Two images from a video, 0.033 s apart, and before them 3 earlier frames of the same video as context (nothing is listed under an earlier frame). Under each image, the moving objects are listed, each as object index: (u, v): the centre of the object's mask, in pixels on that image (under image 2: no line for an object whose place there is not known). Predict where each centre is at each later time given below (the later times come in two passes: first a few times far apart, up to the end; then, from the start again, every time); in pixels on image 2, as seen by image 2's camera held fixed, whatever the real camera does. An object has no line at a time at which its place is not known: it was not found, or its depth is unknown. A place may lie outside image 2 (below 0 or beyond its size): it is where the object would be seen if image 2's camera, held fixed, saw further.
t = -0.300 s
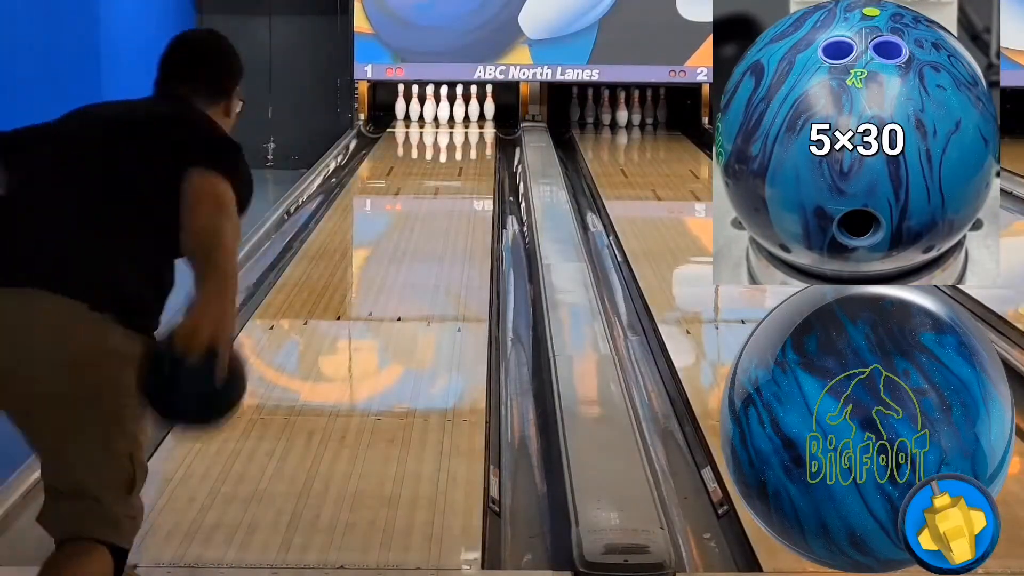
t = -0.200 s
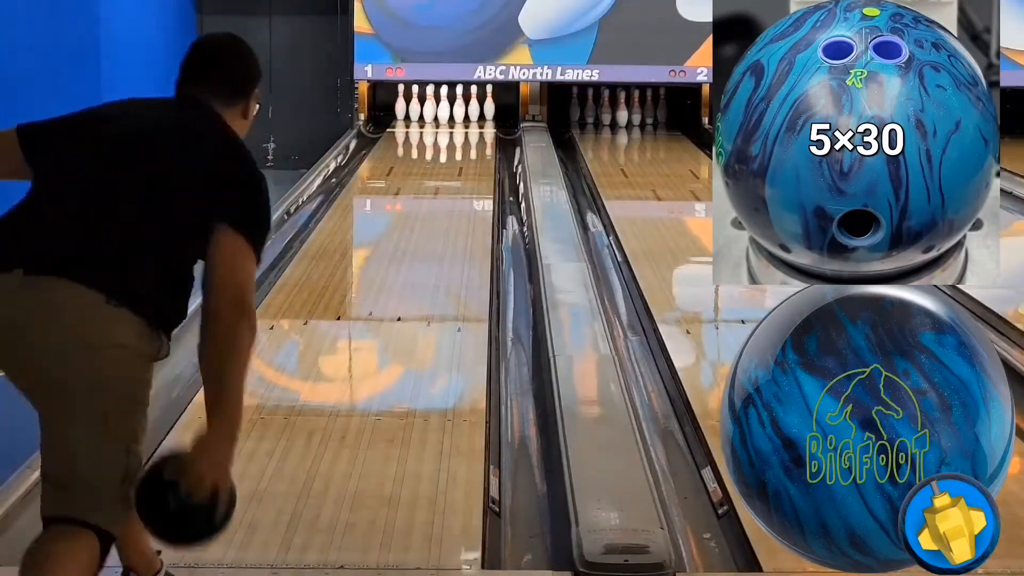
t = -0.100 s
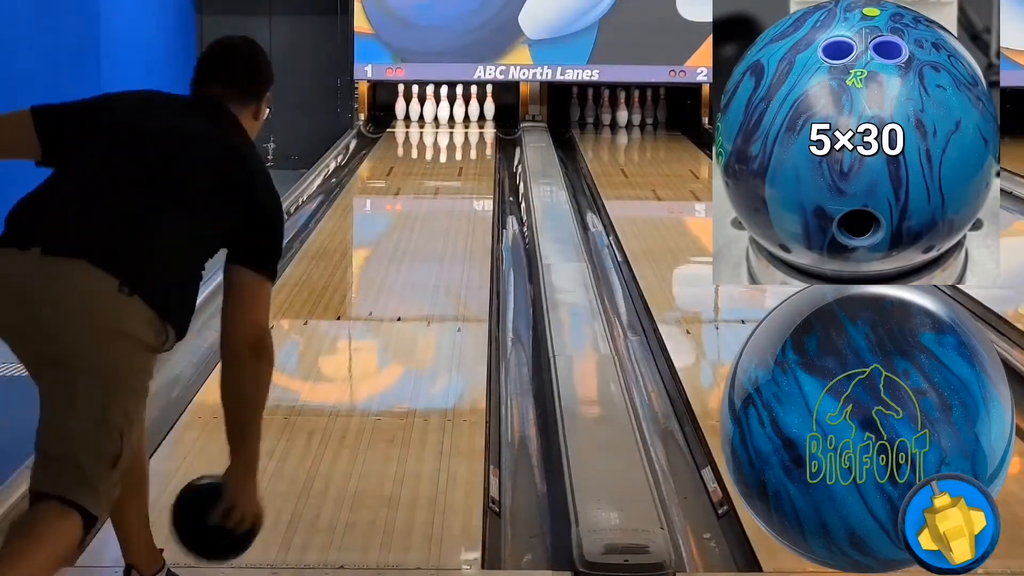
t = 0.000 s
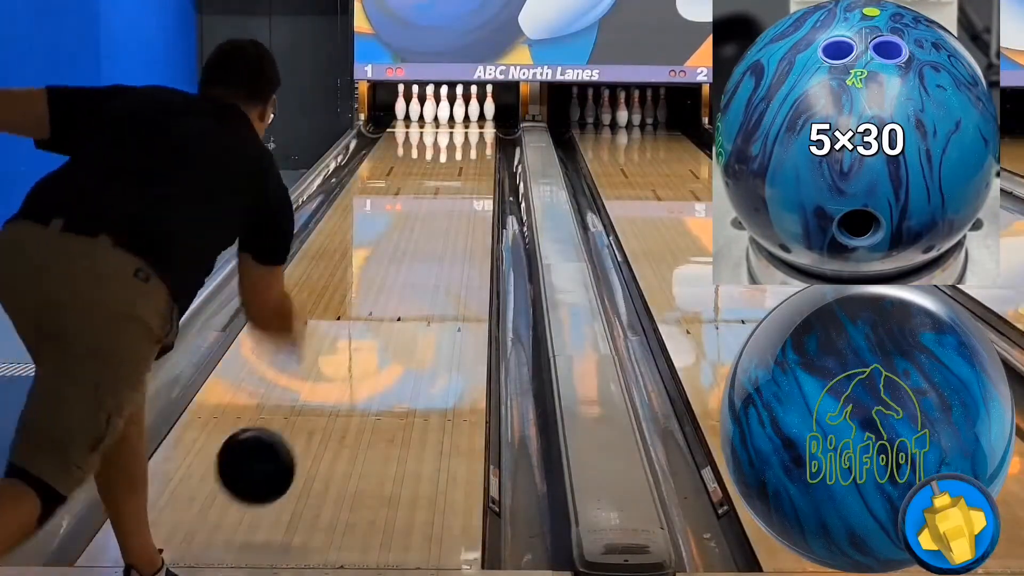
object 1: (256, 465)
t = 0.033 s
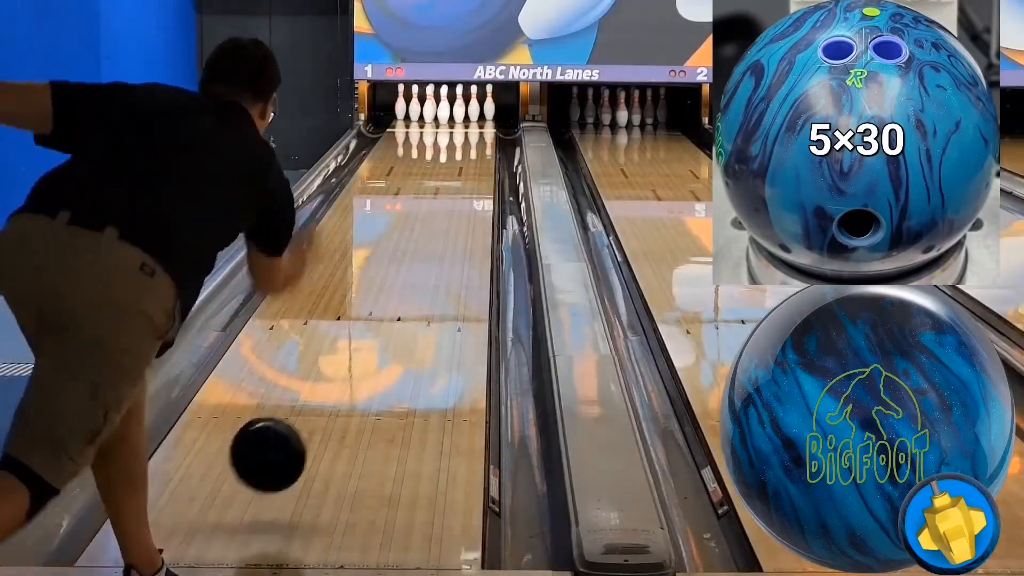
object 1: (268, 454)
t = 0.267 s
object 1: (334, 387)
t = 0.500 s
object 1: (378, 319)
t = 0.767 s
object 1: (413, 266)
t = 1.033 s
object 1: (438, 227)
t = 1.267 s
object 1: (454, 201)
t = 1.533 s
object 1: (467, 177)
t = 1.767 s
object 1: (473, 160)
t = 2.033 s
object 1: (475, 145)
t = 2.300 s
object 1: (470, 132)
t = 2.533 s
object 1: (461, 124)
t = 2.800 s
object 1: (447, 116)
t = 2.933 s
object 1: (443, 113)
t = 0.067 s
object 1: (279, 447)
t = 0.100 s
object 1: (290, 444)
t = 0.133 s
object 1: (300, 437)
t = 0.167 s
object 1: (309, 422)
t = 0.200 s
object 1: (318, 411)
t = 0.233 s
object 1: (326, 399)
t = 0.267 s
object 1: (334, 387)
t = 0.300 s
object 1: (341, 376)
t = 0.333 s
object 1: (348, 365)
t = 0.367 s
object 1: (355, 355)
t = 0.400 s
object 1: (361, 345)
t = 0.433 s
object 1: (367, 336)
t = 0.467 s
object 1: (373, 327)
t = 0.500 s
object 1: (378, 319)
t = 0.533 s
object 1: (383, 311)
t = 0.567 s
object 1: (388, 304)
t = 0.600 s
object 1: (393, 297)
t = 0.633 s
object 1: (397, 290)
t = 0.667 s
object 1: (401, 283)
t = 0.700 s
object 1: (405, 277)
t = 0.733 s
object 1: (409, 271)
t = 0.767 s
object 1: (413, 266)
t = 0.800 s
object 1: (417, 260)
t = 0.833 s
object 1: (420, 255)
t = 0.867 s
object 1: (423, 250)
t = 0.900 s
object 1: (426, 245)
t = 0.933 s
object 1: (429, 240)
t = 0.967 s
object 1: (432, 236)
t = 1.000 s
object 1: (435, 231)
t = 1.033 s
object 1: (438, 227)
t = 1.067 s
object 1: (440, 223)
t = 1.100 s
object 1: (443, 219)
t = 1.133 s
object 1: (445, 215)
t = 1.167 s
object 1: (447, 211)
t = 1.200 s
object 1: (450, 208)
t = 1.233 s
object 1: (452, 204)
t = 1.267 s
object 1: (454, 201)
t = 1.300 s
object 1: (456, 197)
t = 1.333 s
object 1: (457, 194)
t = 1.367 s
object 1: (459, 191)
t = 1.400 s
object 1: (461, 188)
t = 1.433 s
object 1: (462, 185)
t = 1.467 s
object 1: (464, 182)
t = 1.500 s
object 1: (465, 180)
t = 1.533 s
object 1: (467, 177)
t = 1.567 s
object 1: (468, 175)
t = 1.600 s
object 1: (469, 172)
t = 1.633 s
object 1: (470, 169)
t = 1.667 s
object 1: (471, 167)
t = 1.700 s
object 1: (472, 165)
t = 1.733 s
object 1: (473, 162)
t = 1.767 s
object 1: (473, 160)
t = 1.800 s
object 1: (474, 158)
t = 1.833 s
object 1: (474, 156)
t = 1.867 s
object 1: (474, 154)
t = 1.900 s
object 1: (475, 152)
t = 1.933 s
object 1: (475, 149)
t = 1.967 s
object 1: (475, 149)
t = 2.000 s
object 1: (475, 147)
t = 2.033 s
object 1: (475, 145)
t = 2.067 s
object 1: (475, 144)
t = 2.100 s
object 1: (475, 142)
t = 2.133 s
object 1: (474, 140)
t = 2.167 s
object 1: (474, 139)
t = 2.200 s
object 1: (473, 137)
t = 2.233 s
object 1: (472, 136)
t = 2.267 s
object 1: (471, 134)
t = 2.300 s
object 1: (470, 132)
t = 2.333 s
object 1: (469, 131)
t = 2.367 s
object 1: (468, 130)
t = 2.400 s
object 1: (466, 129)
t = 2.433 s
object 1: (465, 127)
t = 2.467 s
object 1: (463, 126)
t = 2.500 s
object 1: (462, 125)
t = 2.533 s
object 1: (461, 124)
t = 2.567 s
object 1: (459, 123)
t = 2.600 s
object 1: (457, 121)
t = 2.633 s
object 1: (456, 120)
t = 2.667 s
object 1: (454, 119)
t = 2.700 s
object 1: (451, 118)
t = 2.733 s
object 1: (450, 117)
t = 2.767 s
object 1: (448, 117)
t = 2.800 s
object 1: (447, 116)
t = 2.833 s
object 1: (446, 115)
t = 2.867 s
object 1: (446, 114)
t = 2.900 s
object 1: (445, 114)
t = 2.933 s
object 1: (443, 113)
